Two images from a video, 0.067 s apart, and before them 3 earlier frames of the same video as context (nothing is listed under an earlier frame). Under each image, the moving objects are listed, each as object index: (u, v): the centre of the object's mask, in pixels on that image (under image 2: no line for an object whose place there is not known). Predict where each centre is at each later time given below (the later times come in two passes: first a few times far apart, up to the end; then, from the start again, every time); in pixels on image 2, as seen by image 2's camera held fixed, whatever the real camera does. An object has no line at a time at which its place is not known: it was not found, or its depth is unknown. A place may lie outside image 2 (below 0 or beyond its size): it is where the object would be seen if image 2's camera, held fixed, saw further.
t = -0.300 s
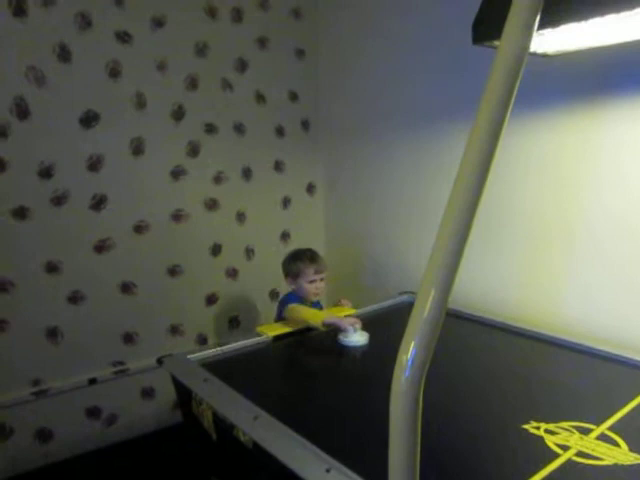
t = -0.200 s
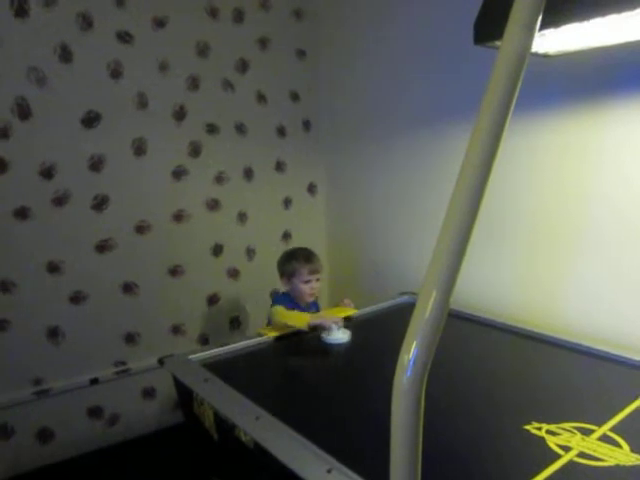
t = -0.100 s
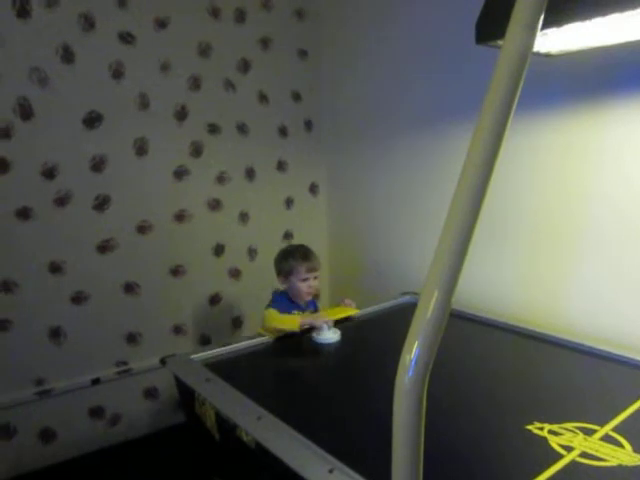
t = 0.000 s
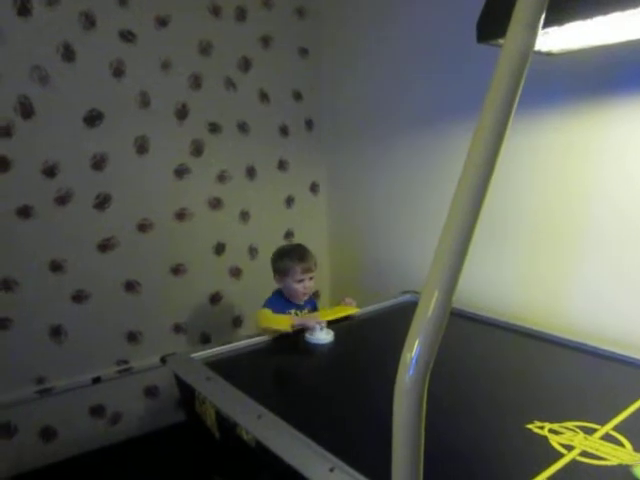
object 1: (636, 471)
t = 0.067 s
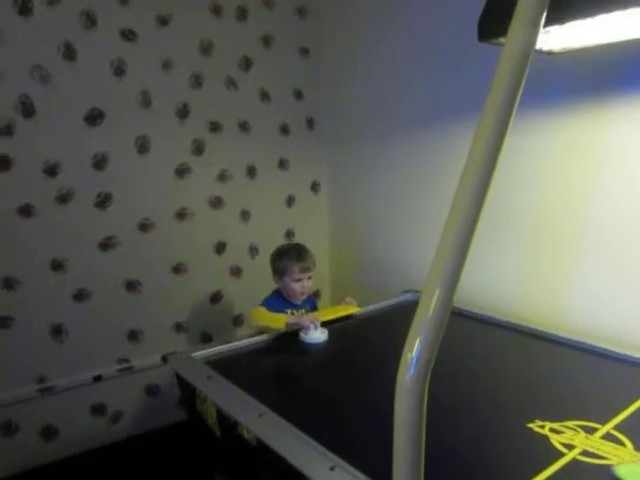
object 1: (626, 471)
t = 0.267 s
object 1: (578, 471)
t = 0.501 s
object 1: (508, 466)
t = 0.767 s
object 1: (439, 461)
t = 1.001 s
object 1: (374, 454)
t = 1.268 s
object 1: (342, 437)
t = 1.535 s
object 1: (344, 413)
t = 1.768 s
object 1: (347, 393)
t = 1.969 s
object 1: (351, 378)
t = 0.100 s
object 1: (621, 471)
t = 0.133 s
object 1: (615, 472)
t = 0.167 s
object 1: (606, 472)
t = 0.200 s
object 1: (595, 472)
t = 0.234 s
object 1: (586, 472)
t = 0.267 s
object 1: (578, 471)
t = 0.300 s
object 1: (566, 470)
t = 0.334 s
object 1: (556, 470)
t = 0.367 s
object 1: (546, 469)
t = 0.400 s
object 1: (537, 469)
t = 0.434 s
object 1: (526, 468)
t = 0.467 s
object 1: (516, 467)
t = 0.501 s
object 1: (508, 466)
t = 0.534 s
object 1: (498, 466)
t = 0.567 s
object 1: (489, 465)
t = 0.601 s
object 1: (480, 465)
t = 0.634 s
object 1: (471, 464)
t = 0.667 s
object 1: (462, 463)
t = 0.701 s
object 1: (453, 462)
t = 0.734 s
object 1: (444, 462)
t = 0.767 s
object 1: (439, 461)
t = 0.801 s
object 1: (434, 460)
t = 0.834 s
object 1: (430, 460)
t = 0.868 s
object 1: (426, 460)
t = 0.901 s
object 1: (386, 456)
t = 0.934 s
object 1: (383, 455)
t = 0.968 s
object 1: (379, 455)
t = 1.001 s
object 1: (374, 454)
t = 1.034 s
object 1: (368, 453)
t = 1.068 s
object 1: (360, 451)
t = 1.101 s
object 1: (353, 450)
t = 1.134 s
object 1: (346, 449)
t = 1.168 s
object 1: (343, 446)
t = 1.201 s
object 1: (342, 443)
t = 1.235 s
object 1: (342, 440)
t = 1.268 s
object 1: (342, 437)
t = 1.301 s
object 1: (342, 434)
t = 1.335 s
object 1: (342, 430)
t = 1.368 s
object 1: (342, 427)
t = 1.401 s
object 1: (342, 424)
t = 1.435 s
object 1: (343, 421)
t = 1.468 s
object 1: (343, 419)
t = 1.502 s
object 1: (344, 415)
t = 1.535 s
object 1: (344, 413)
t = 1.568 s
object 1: (344, 409)
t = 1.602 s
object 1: (344, 407)
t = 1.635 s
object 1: (345, 404)
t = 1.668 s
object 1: (345, 401)
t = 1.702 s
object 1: (346, 398)
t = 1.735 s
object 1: (347, 396)
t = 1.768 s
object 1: (347, 393)
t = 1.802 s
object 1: (348, 390)
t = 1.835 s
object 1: (348, 388)
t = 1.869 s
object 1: (349, 385)
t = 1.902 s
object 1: (350, 383)
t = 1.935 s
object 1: (350, 381)
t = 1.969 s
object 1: (351, 378)
